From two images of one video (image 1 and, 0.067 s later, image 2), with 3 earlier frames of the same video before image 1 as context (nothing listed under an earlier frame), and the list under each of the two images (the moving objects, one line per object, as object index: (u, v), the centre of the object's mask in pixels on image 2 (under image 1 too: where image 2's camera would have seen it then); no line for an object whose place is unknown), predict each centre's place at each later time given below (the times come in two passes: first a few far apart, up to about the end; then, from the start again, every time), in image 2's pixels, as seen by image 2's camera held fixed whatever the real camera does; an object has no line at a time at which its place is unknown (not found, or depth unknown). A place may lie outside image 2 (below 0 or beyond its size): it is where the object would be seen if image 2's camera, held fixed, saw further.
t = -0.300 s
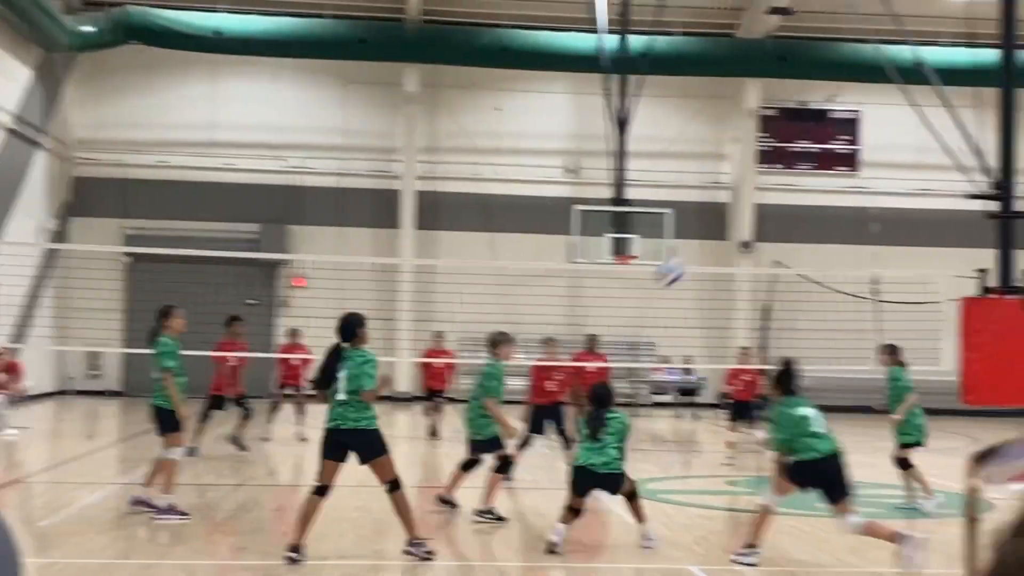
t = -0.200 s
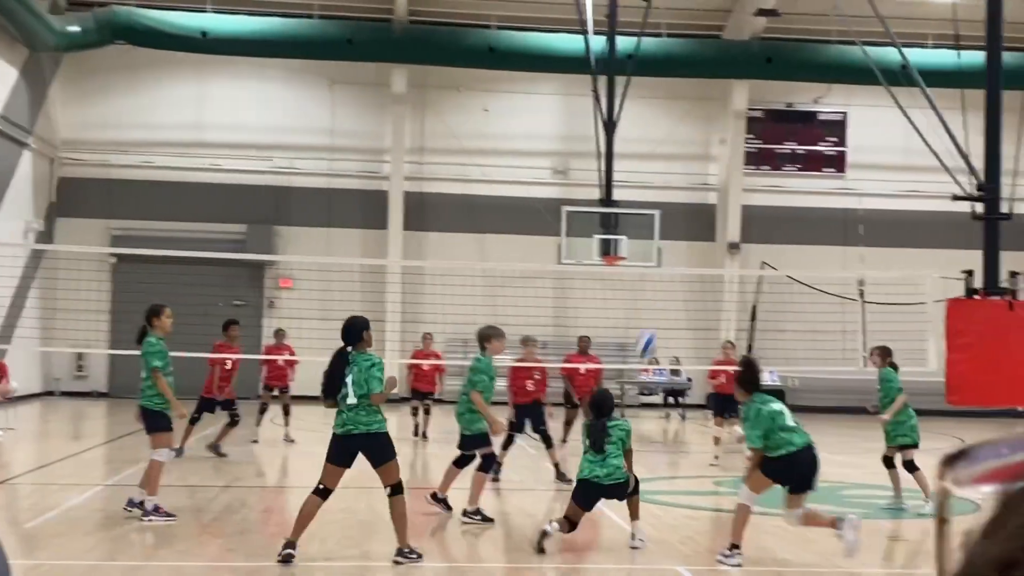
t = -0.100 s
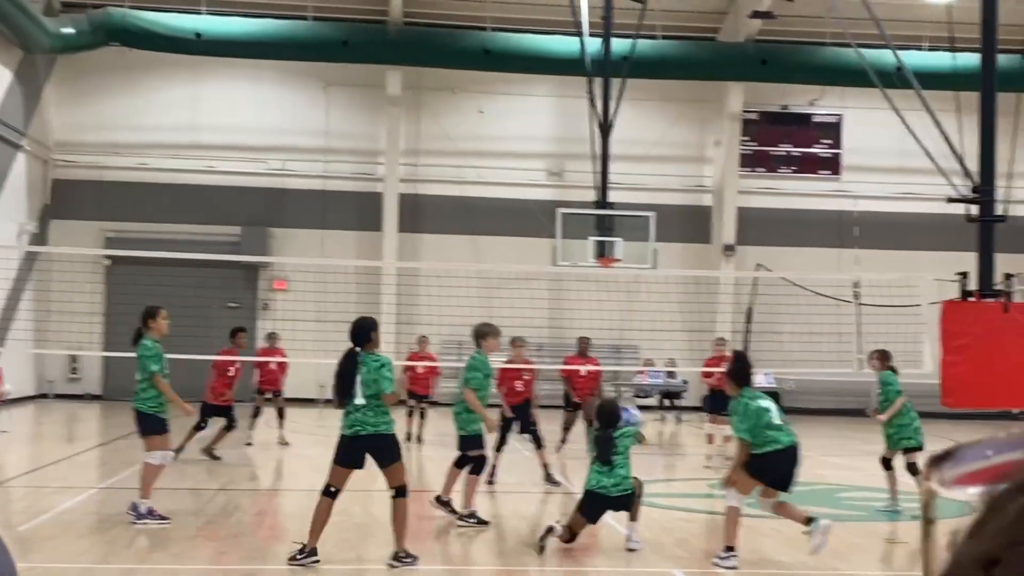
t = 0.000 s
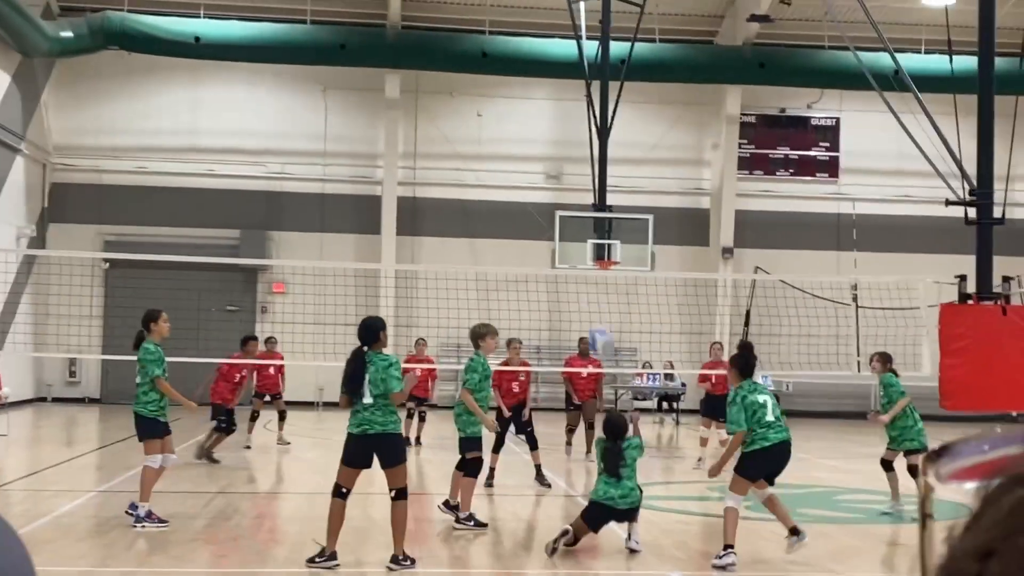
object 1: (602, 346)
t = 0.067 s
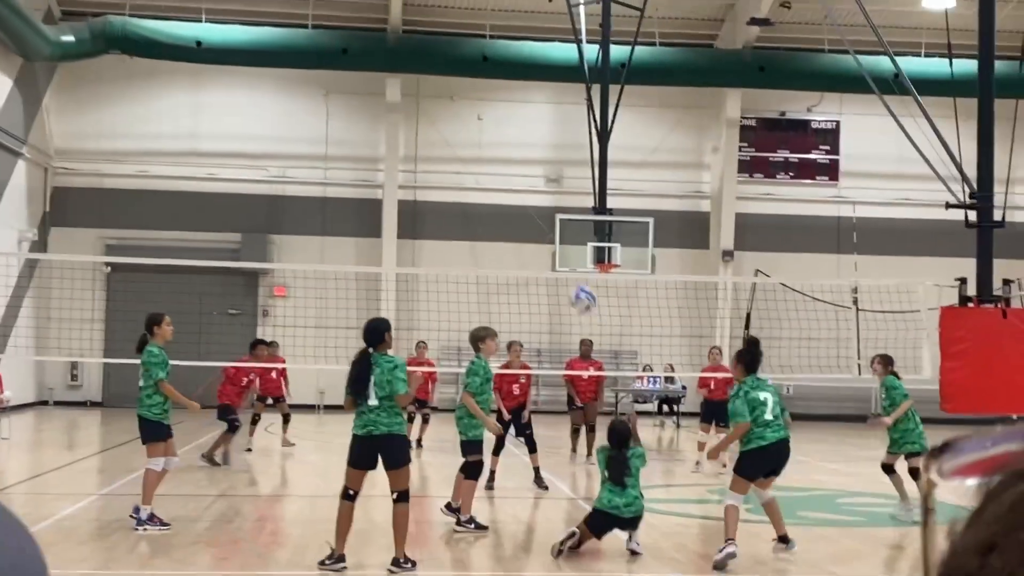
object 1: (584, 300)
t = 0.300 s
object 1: (517, 185)
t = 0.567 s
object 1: (439, 139)
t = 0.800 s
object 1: (371, 170)
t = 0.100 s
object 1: (573, 277)
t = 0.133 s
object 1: (564, 259)
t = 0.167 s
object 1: (554, 239)
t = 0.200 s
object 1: (544, 224)
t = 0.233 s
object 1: (536, 211)
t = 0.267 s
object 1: (526, 197)
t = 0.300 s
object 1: (517, 185)
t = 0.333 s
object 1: (507, 174)
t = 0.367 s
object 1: (497, 166)
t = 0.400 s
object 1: (488, 157)
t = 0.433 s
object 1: (478, 151)
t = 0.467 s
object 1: (469, 146)
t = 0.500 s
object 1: (459, 143)
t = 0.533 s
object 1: (449, 140)
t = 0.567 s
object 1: (439, 139)
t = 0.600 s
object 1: (430, 139)
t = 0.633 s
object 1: (420, 141)
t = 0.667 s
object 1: (411, 144)
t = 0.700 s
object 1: (402, 149)
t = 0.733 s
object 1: (392, 154)
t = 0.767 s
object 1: (382, 163)
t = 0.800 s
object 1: (371, 170)
